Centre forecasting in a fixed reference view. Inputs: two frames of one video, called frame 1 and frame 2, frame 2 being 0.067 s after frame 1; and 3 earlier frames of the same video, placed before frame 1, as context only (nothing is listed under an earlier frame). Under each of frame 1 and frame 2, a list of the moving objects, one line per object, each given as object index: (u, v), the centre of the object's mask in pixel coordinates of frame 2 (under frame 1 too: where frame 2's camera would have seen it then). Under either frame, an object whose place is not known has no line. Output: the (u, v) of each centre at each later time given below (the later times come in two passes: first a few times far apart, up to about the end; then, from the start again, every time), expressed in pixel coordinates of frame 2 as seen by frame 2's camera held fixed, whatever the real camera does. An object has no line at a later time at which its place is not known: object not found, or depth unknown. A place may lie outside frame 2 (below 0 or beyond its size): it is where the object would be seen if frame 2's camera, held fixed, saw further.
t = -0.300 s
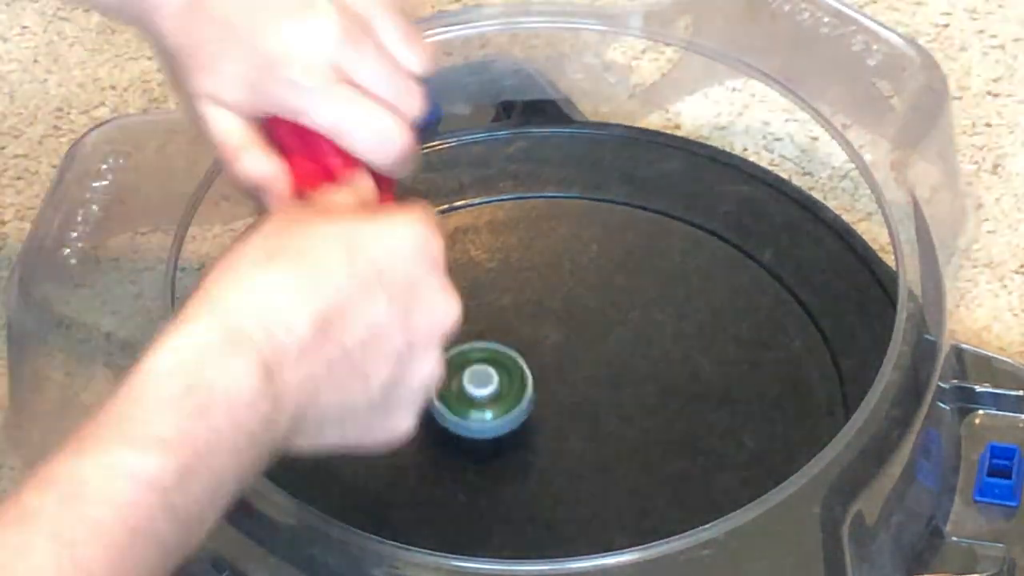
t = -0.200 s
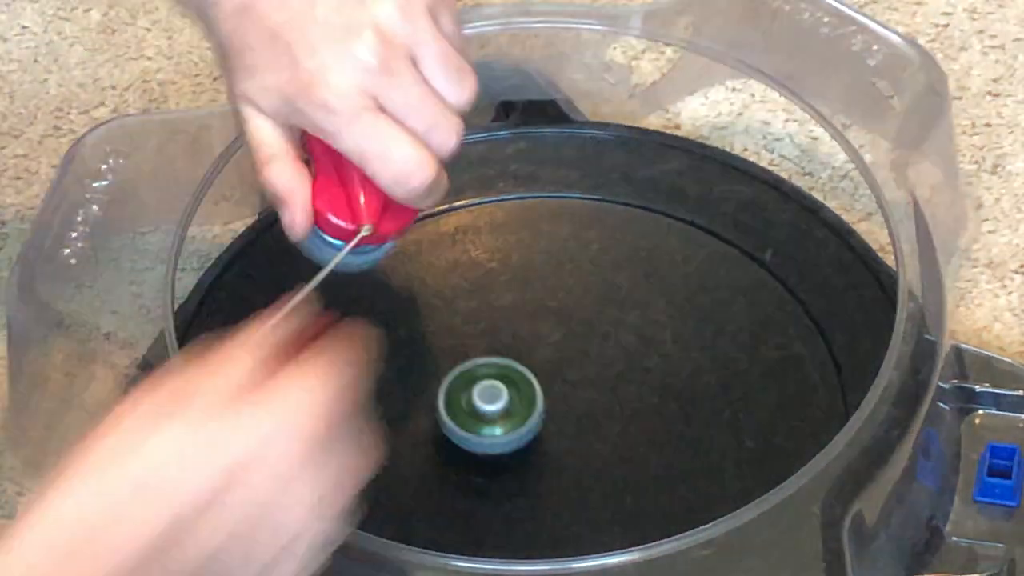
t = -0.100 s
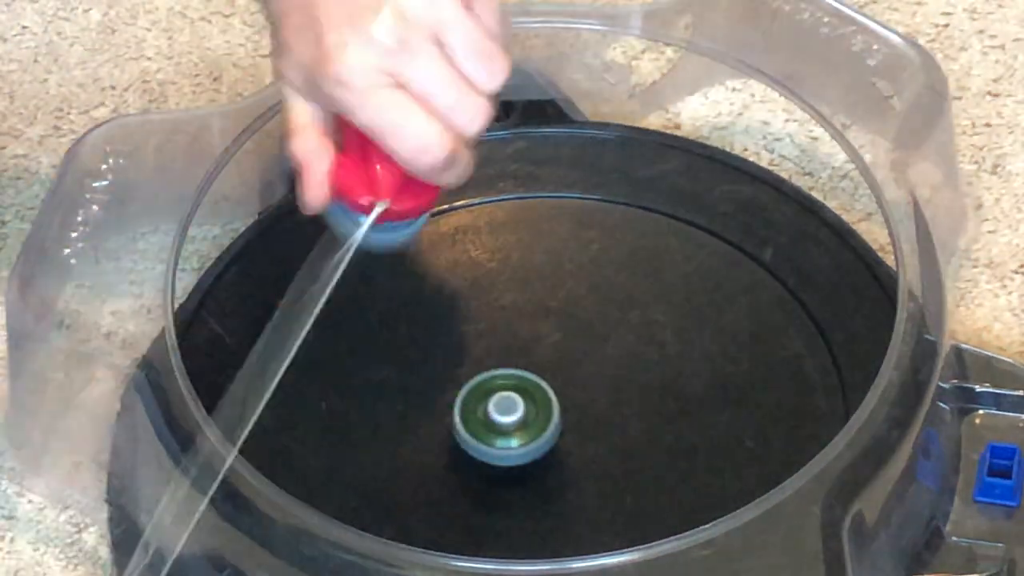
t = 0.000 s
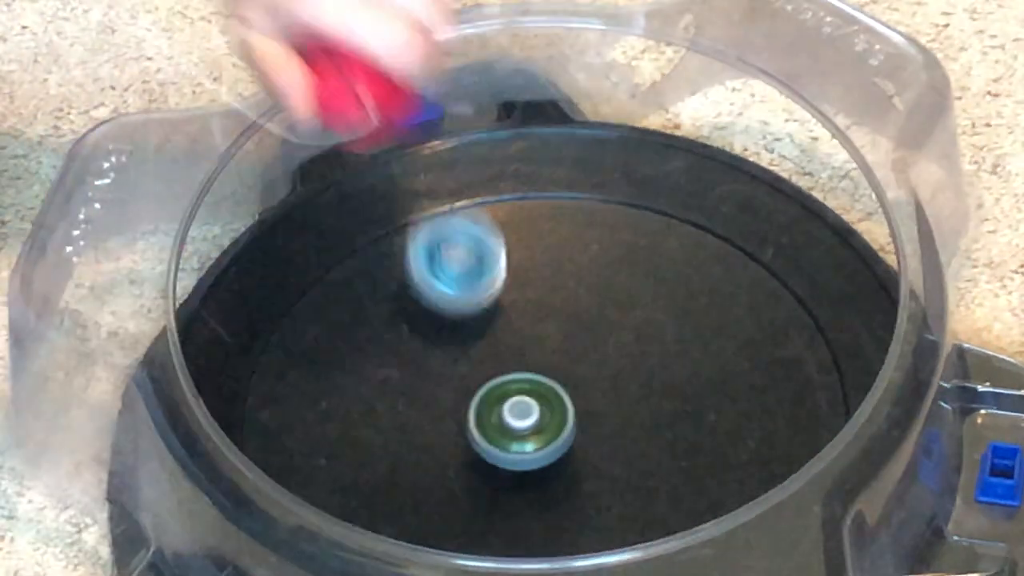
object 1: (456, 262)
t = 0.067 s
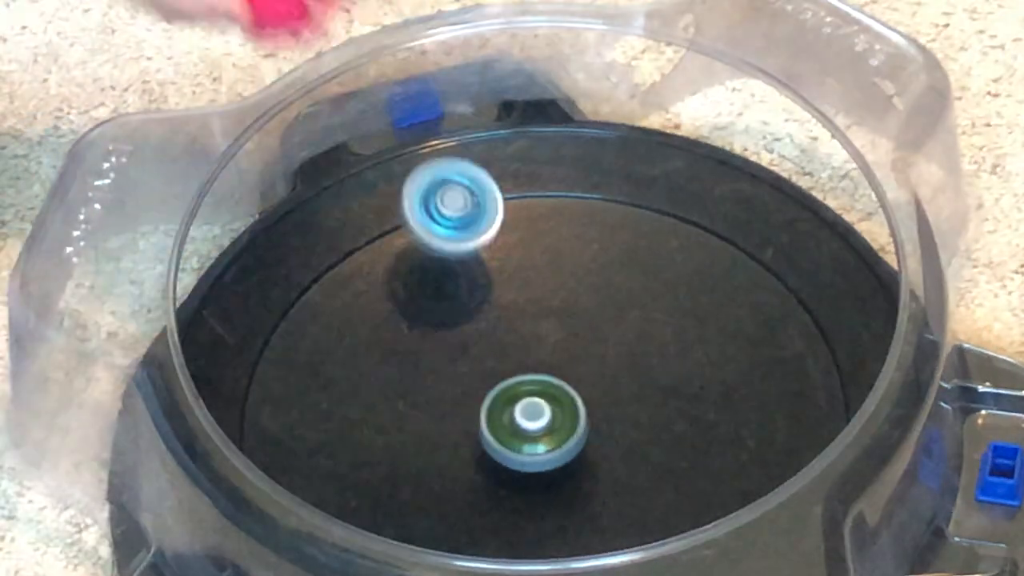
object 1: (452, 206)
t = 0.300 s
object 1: (468, 132)
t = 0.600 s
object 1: (656, 128)
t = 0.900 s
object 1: (769, 174)
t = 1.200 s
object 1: (748, 264)
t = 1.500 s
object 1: (774, 314)
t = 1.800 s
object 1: (790, 445)
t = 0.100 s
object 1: (451, 206)
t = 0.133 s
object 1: (453, 223)
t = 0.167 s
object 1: (455, 207)
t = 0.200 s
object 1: (458, 186)
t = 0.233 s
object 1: (452, 168)
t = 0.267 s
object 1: (455, 151)
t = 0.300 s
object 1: (468, 132)
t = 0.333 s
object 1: (489, 131)
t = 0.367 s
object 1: (510, 131)
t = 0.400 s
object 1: (532, 127)
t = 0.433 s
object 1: (555, 121)
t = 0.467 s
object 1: (575, 125)
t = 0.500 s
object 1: (597, 124)
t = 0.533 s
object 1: (618, 123)
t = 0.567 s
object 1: (640, 124)
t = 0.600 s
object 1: (656, 128)
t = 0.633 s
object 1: (669, 134)
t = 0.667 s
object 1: (687, 135)
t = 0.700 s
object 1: (692, 144)
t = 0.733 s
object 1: (695, 158)
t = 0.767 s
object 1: (704, 167)
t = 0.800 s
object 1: (719, 172)
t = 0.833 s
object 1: (737, 175)
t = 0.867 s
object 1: (754, 176)
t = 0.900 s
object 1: (769, 174)
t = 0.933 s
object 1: (773, 177)
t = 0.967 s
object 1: (775, 182)
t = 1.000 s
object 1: (779, 189)
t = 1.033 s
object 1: (782, 195)
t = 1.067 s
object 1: (782, 203)
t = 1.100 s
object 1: (778, 213)
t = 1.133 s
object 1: (770, 227)
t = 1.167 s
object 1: (761, 243)
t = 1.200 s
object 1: (748, 264)
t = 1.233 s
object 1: (727, 278)
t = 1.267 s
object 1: (700, 299)
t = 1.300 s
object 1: (673, 328)
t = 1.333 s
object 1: (682, 348)
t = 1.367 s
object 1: (726, 354)
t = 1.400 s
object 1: (769, 355)
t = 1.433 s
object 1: (808, 346)
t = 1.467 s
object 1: (804, 325)
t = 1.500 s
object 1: (774, 314)
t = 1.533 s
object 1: (748, 314)
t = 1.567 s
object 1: (732, 316)
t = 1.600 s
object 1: (720, 329)
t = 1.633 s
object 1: (710, 350)
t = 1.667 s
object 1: (708, 375)
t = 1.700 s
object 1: (717, 401)
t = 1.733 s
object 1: (733, 423)
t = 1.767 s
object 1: (757, 437)
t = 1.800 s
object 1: (790, 445)
